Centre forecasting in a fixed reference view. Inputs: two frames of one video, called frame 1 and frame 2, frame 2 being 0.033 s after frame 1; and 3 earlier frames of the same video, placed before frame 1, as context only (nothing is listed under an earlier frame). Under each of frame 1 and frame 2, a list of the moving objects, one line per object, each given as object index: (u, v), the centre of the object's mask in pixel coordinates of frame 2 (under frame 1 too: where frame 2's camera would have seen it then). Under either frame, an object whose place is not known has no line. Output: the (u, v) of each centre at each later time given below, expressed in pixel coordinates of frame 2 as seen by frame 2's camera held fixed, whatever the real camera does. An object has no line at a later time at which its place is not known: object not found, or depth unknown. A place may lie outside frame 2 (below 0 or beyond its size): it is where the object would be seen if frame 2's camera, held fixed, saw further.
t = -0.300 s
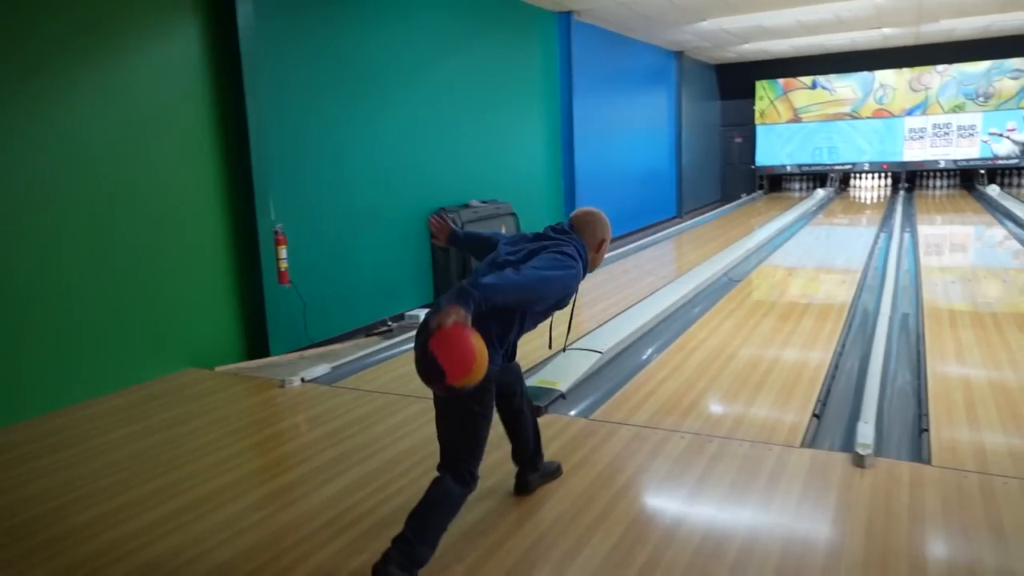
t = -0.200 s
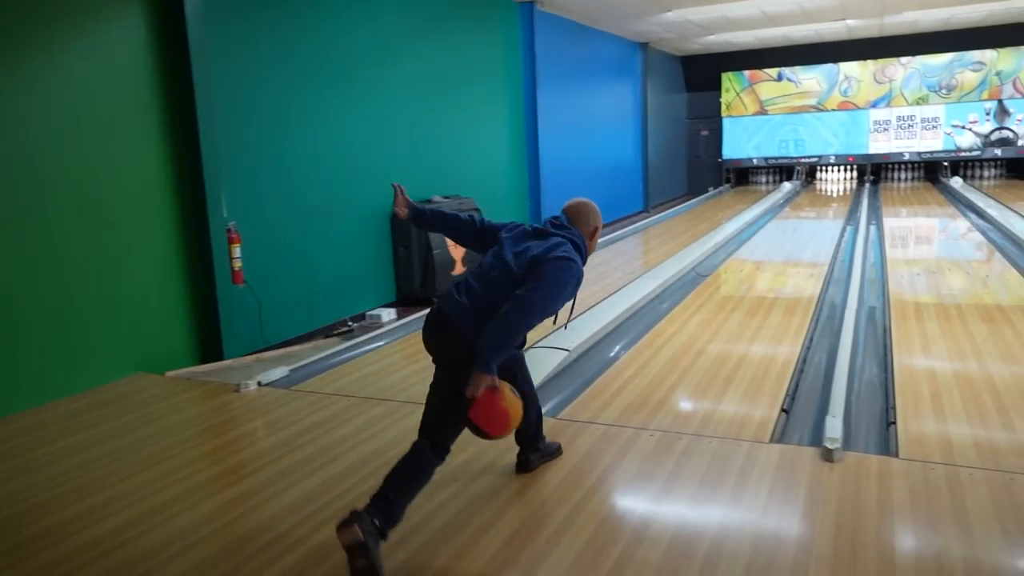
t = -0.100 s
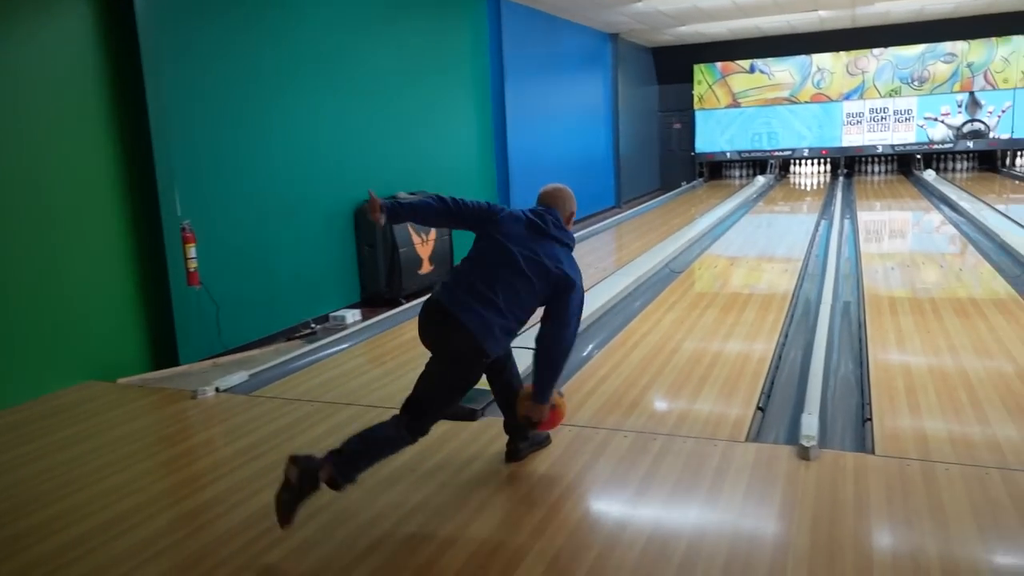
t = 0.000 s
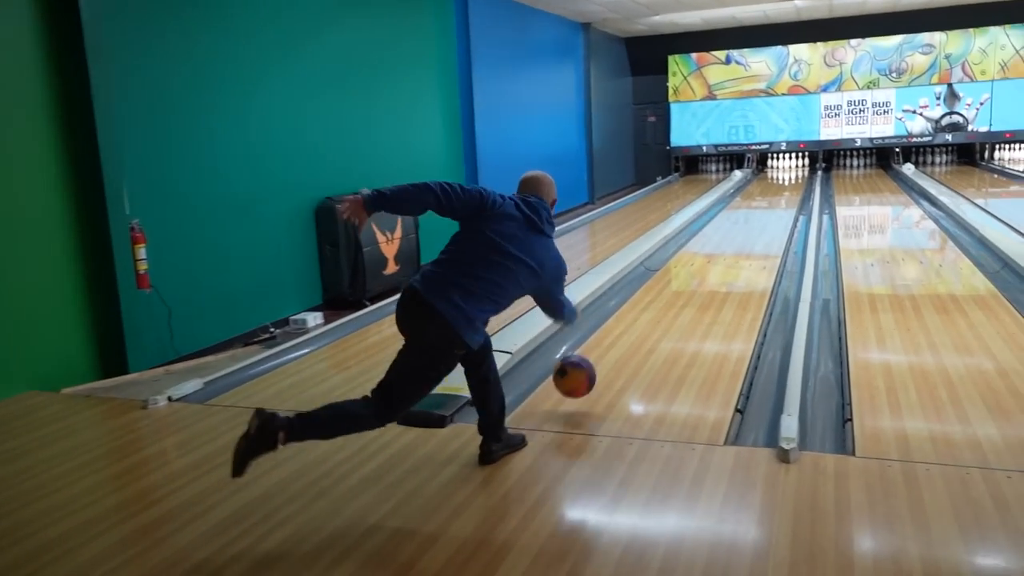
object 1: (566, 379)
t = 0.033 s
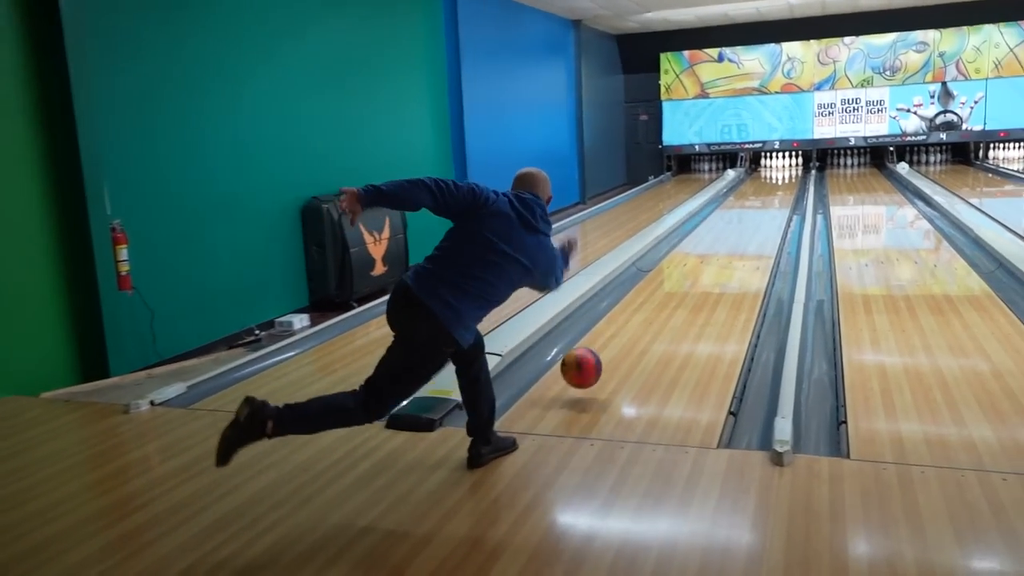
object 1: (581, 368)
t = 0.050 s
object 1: (588, 363)
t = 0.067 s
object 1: (595, 360)
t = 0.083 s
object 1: (602, 357)
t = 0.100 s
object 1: (608, 355)
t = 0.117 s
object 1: (614, 348)
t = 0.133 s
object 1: (620, 343)
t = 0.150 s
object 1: (626, 338)
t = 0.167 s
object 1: (631, 333)
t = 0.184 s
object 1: (636, 328)
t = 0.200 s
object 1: (641, 323)
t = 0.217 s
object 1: (646, 319)
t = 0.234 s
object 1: (651, 314)
